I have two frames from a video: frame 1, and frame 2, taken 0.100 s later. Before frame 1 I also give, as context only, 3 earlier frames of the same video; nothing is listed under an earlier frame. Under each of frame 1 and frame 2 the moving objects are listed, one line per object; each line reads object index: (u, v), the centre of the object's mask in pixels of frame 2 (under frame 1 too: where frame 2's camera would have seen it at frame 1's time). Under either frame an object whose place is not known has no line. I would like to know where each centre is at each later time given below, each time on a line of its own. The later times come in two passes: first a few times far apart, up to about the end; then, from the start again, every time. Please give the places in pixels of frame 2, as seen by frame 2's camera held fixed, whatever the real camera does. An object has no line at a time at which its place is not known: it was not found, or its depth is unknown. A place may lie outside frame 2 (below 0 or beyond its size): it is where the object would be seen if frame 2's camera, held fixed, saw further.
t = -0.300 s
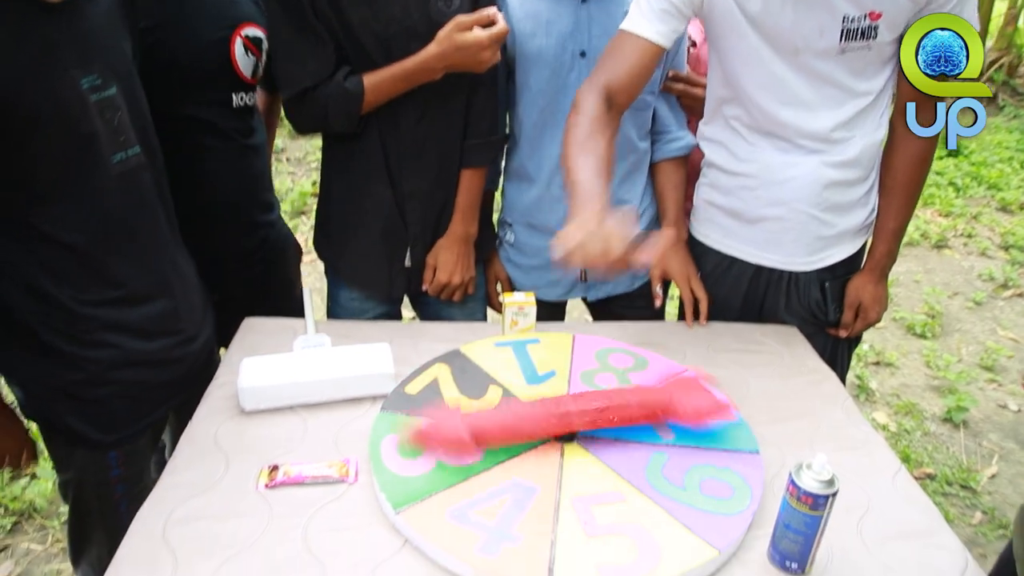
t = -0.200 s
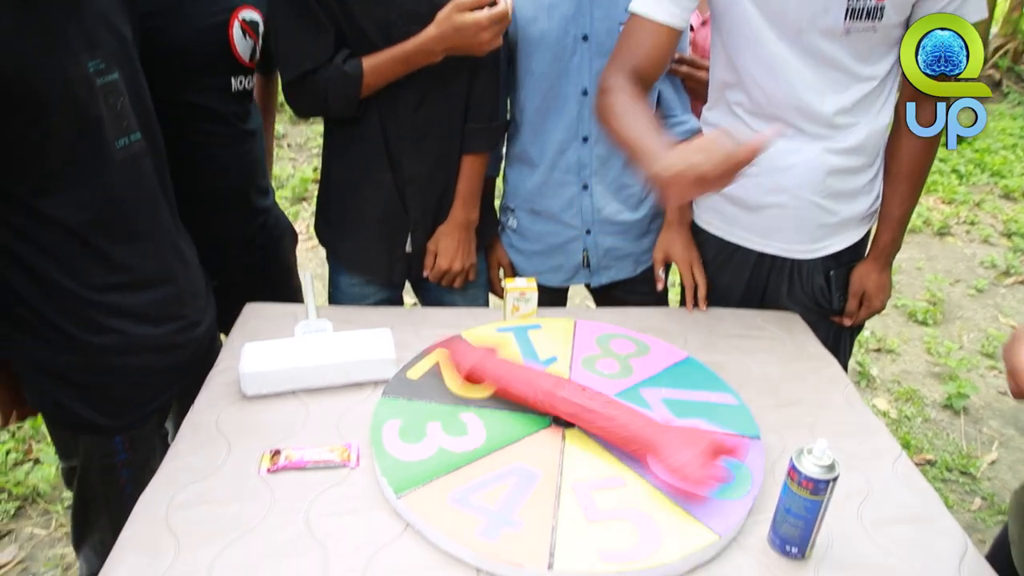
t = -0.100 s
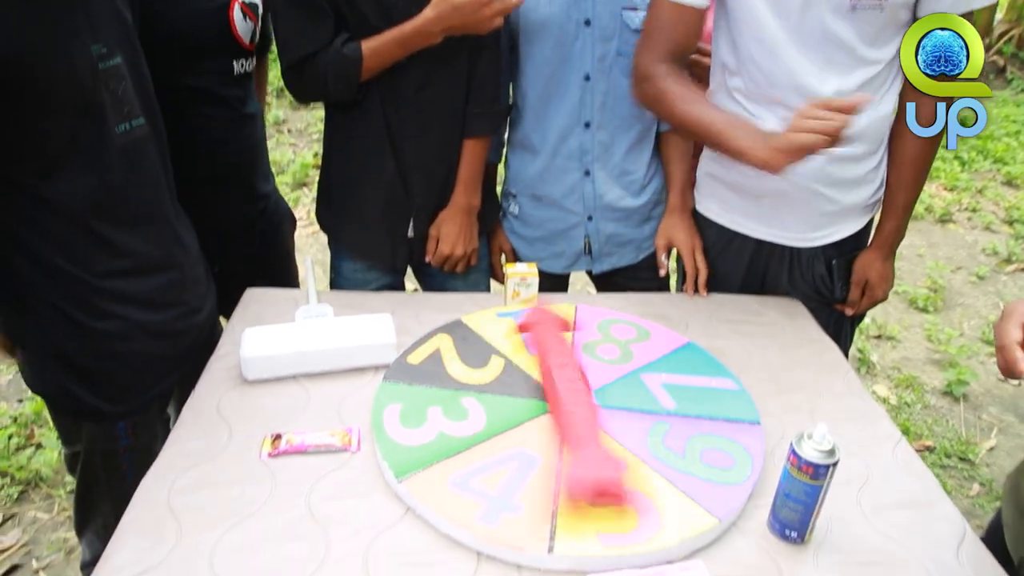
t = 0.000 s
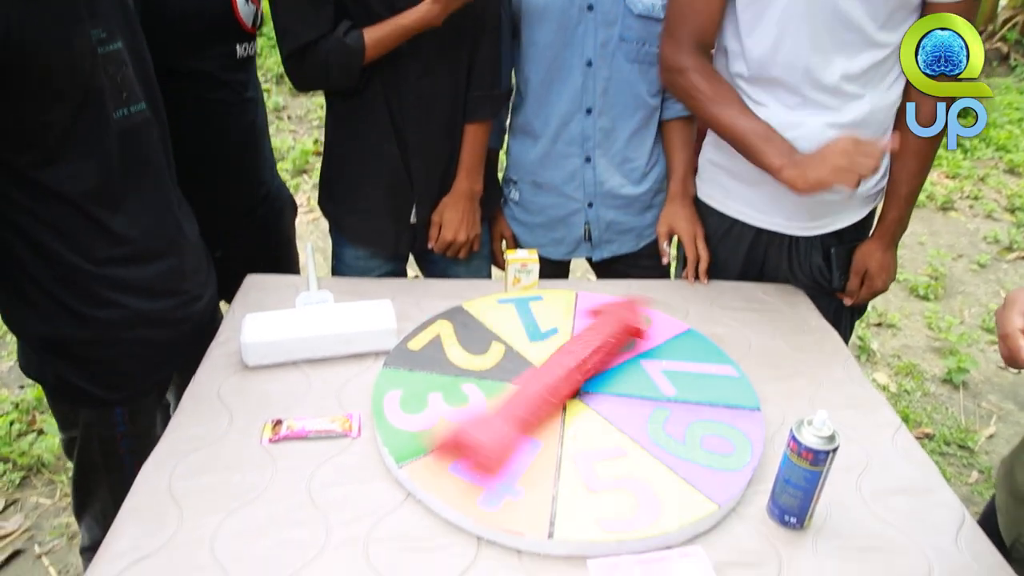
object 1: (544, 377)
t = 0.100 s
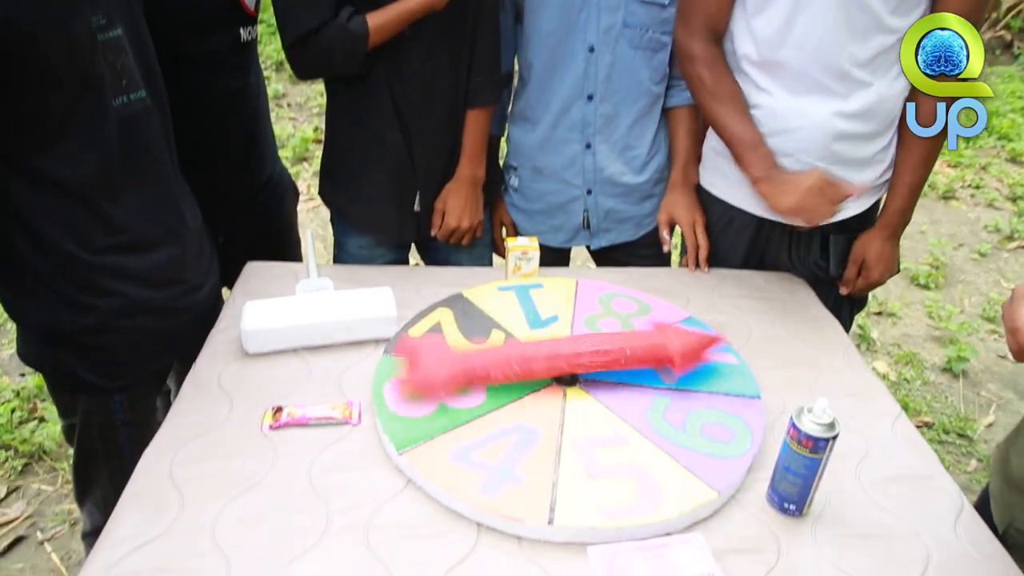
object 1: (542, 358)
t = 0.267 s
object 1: (569, 362)
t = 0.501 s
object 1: (562, 360)
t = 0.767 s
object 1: (588, 385)
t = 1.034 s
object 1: (538, 362)
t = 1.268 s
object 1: (576, 362)
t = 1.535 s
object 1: (561, 366)
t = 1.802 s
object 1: (582, 358)
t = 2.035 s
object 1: (591, 381)
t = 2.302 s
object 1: (544, 380)
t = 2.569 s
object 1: (548, 355)
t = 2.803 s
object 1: (575, 358)
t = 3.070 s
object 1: (574, 369)
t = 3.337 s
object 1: (560, 367)
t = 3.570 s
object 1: (561, 358)
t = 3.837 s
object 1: (576, 356)
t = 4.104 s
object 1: (594, 365)
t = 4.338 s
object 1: (595, 375)
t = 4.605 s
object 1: (584, 385)
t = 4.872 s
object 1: (565, 386)
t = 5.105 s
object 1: (551, 383)
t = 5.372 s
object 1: (541, 376)
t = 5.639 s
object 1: (537, 368)
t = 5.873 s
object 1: (538, 363)
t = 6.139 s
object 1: (541, 358)
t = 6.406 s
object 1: (549, 356)
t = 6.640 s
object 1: (551, 354)
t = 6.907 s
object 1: (554, 353)
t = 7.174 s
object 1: (556, 353)
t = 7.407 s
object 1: (556, 353)
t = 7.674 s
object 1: (556, 353)
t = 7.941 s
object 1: (556, 353)
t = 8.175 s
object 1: (556, 353)
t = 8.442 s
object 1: (556, 353)
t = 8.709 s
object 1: (556, 353)
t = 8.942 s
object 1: (557, 353)
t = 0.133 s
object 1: (555, 356)
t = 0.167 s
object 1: (556, 356)
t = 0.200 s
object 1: (570, 360)
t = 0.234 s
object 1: (575, 364)
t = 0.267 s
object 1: (569, 362)
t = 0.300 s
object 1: (573, 368)
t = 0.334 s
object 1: (569, 368)
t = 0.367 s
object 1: (566, 368)
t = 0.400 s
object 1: (563, 366)
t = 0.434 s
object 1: (563, 364)
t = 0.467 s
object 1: (563, 361)
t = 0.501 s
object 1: (562, 360)
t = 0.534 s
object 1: (566, 360)
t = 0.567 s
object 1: (573, 358)
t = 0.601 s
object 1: (583, 360)
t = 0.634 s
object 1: (588, 364)
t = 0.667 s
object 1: (599, 371)
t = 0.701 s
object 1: (594, 375)
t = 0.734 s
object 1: (590, 378)
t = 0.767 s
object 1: (588, 385)
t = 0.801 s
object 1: (577, 386)
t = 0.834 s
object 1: (567, 385)
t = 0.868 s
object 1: (558, 383)
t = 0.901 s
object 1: (550, 381)
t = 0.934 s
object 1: (543, 378)
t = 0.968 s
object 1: (539, 372)
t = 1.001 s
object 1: (536, 368)
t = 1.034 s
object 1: (538, 362)
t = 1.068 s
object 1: (541, 358)
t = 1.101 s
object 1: (550, 355)
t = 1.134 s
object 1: (555, 354)
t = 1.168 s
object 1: (557, 353)
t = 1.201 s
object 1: (567, 356)
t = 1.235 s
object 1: (576, 359)
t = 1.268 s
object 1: (576, 362)
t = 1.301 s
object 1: (574, 363)
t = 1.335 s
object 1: (576, 366)
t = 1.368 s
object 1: (574, 368)
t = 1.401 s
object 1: (571, 369)
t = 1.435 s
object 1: (568, 366)
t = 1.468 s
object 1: (565, 368)
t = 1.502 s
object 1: (562, 367)
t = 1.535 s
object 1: (561, 366)
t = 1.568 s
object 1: (563, 362)
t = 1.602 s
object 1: (561, 361)
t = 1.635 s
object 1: (562, 359)
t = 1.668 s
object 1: (563, 358)
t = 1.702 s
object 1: (568, 357)
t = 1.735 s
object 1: (571, 356)
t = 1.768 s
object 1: (575, 356)
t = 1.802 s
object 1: (582, 358)
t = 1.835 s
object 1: (587, 360)
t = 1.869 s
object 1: (591, 363)
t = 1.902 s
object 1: (595, 367)
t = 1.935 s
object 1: (599, 373)
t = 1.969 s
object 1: (594, 374)
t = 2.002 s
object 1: (593, 377)
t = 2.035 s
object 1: (591, 381)
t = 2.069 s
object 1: (586, 384)
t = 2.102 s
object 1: (581, 386)
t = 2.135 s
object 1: (573, 386)
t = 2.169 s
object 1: (567, 384)
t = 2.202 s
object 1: (561, 383)
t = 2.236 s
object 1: (555, 383)
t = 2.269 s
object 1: (549, 383)
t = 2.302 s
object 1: (544, 380)
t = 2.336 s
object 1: (541, 377)
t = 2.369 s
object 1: (540, 373)
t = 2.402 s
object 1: (538, 369)
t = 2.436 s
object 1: (537, 366)
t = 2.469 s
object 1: (538, 363)
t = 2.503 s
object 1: (540, 360)
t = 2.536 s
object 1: (543, 357)
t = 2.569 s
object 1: (548, 355)
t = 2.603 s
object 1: (552, 354)
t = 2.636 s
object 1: (555, 353)
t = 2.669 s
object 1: (560, 353)
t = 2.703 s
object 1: (562, 353)
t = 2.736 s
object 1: (566, 354)
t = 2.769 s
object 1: (571, 356)
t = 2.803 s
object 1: (575, 358)
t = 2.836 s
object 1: (577, 359)
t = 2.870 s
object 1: (577, 361)
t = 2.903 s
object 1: (577, 362)
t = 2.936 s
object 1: (576, 363)
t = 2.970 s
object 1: (577, 365)
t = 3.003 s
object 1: (576, 366)
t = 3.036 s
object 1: (575, 368)
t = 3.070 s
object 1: (574, 369)
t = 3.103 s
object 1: (572, 370)
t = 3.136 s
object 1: (570, 370)
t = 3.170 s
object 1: (568, 370)
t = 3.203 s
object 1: (566, 370)
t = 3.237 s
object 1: (564, 370)
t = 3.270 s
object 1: (562, 369)
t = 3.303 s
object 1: (561, 367)
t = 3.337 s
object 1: (560, 367)
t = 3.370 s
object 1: (559, 366)
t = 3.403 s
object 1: (558, 365)
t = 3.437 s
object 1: (561, 362)
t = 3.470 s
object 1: (559, 362)
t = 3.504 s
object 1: (559, 361)
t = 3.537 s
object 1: (560, 359)
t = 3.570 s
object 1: (561, 358)
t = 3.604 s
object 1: (562, 357)
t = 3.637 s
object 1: (564, 356)
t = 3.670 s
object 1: (565, 356)
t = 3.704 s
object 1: (568, 355)
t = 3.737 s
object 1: (569, 355)
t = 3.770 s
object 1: (572, 355)
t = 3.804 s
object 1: (574, 355)
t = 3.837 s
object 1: (576, 356)
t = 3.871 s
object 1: (579, 356)
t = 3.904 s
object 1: (582, 357)
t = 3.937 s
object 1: (584, 358)
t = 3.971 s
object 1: (586, 359)
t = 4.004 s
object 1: (588, 360)
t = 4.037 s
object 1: (590, 362)
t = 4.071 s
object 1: (592, 363)
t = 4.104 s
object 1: (594, 365)
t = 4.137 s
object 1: (595, 366)
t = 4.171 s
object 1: (596, 368)
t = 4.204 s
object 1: (597, 370)
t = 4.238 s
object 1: (597, 372)
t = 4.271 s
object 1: (596, 373)
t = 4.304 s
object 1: (595, 374)
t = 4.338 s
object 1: (595, 375)
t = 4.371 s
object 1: (594, 376)
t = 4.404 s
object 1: (593, 378)
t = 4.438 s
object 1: (592, 380)
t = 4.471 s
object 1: (590, 381)
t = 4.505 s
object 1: (589, 382)
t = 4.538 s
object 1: (587, 383)
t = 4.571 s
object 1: (586, 384)
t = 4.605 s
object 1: (584, 385)
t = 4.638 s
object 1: (581, 386)
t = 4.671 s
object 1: (579, 387)
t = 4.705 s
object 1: (577, 387)
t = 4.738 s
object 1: (574, 386)
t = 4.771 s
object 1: (572, 386)
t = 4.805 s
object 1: (570, 386)
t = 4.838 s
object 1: (567, 387)
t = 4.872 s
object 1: (565, 386)
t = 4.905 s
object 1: (563, 385)
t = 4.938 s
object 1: (560, 385)
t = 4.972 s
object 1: (558, 385)
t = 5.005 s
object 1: (556, 384)
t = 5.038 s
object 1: (554, 383)
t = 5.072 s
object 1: (552, 383)
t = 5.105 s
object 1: (551, 383)
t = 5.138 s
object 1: (549, 381)
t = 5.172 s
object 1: (547, 382)
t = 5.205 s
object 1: (546, 380)
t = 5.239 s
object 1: (545, 379)
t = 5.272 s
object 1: (544, 379)
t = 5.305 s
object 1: (543, 378)
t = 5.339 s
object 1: (542, 377)
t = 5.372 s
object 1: (541, 376)
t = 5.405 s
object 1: (540, 375)
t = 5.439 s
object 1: (540, 374)
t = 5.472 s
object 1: (540, 372)
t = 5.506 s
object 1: (541, 371)
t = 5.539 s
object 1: (540, 370)
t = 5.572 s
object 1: (539, 370)
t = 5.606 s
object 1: (538, 369)
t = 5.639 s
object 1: (537, 368)
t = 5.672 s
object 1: (537, 368)
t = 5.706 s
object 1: (537, 367)
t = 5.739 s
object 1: (537, 366)
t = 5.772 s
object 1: (537, 365)
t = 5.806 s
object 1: (537, 364)
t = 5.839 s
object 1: (538, 364)
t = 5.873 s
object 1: (538, 363)
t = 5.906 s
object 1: (538, 362)
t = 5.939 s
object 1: (538, 362)
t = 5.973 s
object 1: (539, 361)
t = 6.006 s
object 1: (540, 360)
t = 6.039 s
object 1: (540, 360)
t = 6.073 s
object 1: (540, 359)
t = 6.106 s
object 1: (541, 359)
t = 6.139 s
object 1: (541, 358)
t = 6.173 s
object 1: (542, 358)
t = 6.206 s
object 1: (547, 358)
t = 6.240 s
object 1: (547, 358)
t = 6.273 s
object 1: (547, 357)
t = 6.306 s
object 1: (548, 357)
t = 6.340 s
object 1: (549, 356)
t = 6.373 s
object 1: (549, 356)
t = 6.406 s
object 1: (549, 356)
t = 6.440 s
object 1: (549, 356)
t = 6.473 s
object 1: (550, 355)
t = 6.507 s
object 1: (550, 355)
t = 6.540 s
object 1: (550, 355)
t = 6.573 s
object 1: (551, 355)
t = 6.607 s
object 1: (551, 355)
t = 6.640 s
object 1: (551, 354)
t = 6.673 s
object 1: (551, 354)
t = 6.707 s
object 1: (552, 354)
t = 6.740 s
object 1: (552, 354)
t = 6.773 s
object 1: (552, 354)
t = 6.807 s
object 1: (553, 353)
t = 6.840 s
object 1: (553, 353)
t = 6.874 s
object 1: (553, 353)
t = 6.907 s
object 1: (554, 353)
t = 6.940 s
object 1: (554, 353)
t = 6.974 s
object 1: (554, 353)
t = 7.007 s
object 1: (554, 353)
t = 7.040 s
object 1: (555, 353)
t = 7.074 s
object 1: (555, 353)
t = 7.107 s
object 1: (555, 353)
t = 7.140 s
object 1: (556, 353)
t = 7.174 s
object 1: (556, 353)
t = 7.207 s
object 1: (556, 353)
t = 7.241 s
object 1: (556, 353)
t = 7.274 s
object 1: (556, 353)
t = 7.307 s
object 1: (556, 353)
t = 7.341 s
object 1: (556, 353)
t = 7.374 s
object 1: (556, 353)
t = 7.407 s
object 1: (556, 353)
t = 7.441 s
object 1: (556, 353)
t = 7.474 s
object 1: (556, 353)
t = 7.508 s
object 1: (556, 353)
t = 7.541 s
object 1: (556, 353)
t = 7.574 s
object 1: (556, 352)
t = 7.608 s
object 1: (556, 353)
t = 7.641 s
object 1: (556, 353)
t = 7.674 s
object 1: (556, 353)
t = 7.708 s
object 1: (557, 353)
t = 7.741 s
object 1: (556, 353)
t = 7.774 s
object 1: (556, 353)
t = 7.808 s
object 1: (556, 353)
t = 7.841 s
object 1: (556, 353)
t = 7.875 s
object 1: (556, 353)
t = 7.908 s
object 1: (556, 353)
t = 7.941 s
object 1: (556, 353)
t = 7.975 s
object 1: (557, 353)
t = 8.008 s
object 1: (556, 353)
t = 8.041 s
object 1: (557, 353)
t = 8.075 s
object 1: (556, 353)
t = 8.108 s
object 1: (556, 353)
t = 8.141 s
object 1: (556, 353)
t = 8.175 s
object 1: (556, 353)
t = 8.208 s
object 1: (556, 353)
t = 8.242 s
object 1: (556, 353)
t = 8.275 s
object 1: (556, 353)
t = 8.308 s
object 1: (556, 353)
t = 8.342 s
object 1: (556, 353)
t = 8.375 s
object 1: (556, 353)
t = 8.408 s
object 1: (556, 353)
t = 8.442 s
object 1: (556, 353)
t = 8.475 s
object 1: (556, 353)
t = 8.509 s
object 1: (556, 353)
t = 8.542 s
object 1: (556, 353)
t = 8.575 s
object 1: (556, 353)
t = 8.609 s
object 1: (556, 353)
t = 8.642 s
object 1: (556, 353)
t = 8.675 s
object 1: (556, 353)
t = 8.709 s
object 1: (556, 353)
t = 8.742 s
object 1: (556, 353)
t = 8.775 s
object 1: (556, 353)
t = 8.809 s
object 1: (556, 353)
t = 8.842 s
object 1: (556, 353)
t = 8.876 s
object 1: (556, 353)
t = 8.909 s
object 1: (556, 353)
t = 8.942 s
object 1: (557, 353)
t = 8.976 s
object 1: (556, 353)
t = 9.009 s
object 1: (556, 353)
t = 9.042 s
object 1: (557, 353)
